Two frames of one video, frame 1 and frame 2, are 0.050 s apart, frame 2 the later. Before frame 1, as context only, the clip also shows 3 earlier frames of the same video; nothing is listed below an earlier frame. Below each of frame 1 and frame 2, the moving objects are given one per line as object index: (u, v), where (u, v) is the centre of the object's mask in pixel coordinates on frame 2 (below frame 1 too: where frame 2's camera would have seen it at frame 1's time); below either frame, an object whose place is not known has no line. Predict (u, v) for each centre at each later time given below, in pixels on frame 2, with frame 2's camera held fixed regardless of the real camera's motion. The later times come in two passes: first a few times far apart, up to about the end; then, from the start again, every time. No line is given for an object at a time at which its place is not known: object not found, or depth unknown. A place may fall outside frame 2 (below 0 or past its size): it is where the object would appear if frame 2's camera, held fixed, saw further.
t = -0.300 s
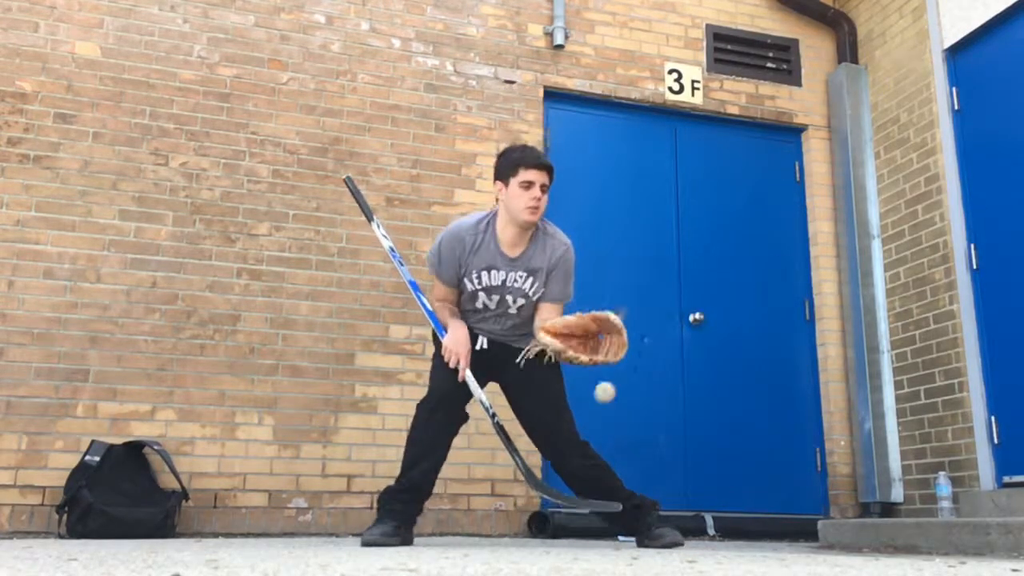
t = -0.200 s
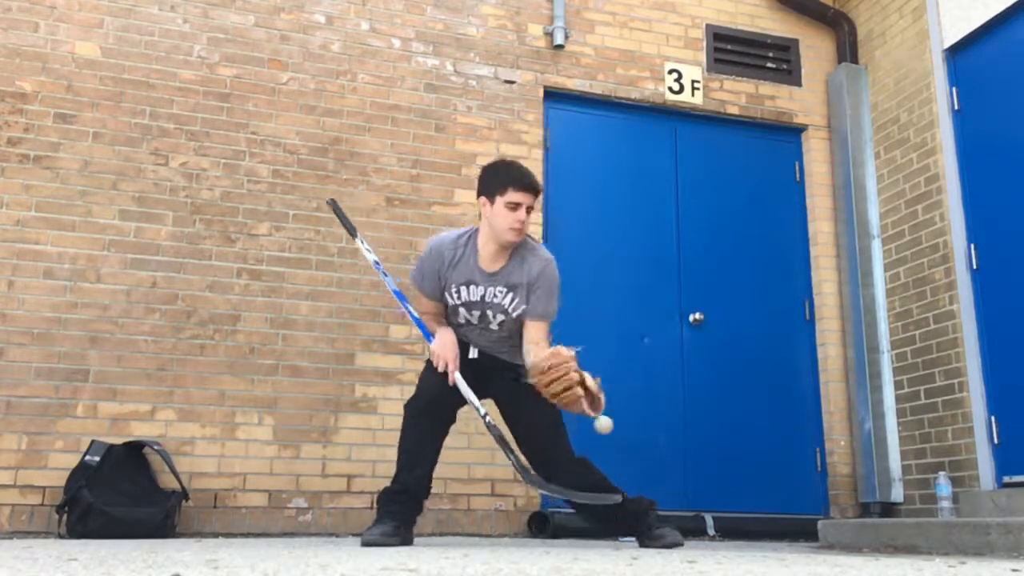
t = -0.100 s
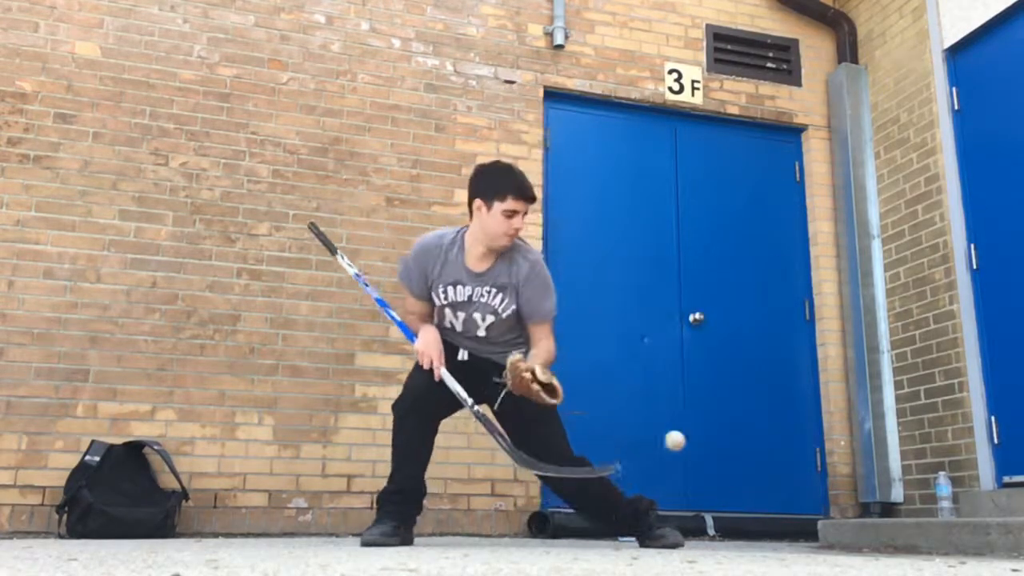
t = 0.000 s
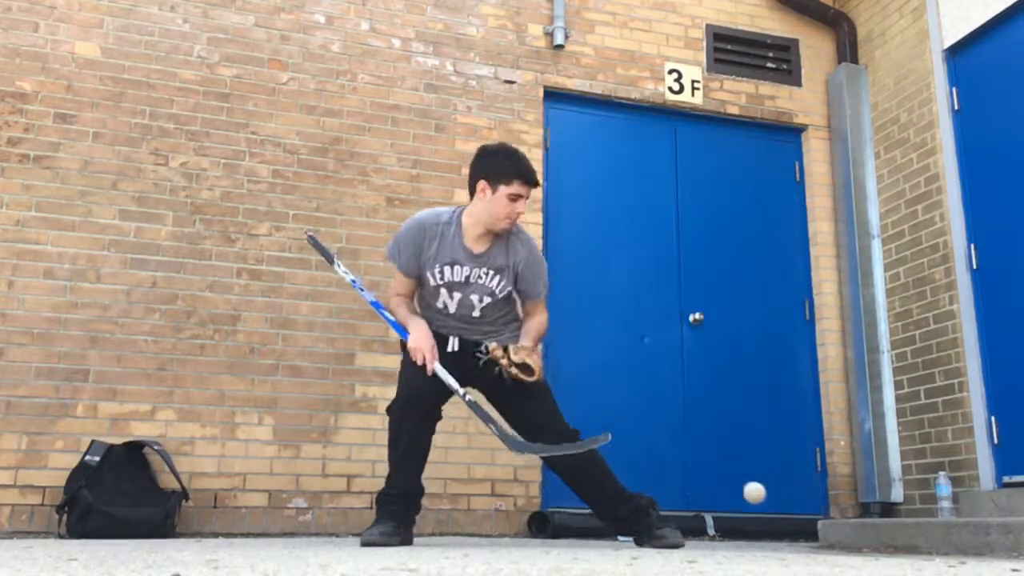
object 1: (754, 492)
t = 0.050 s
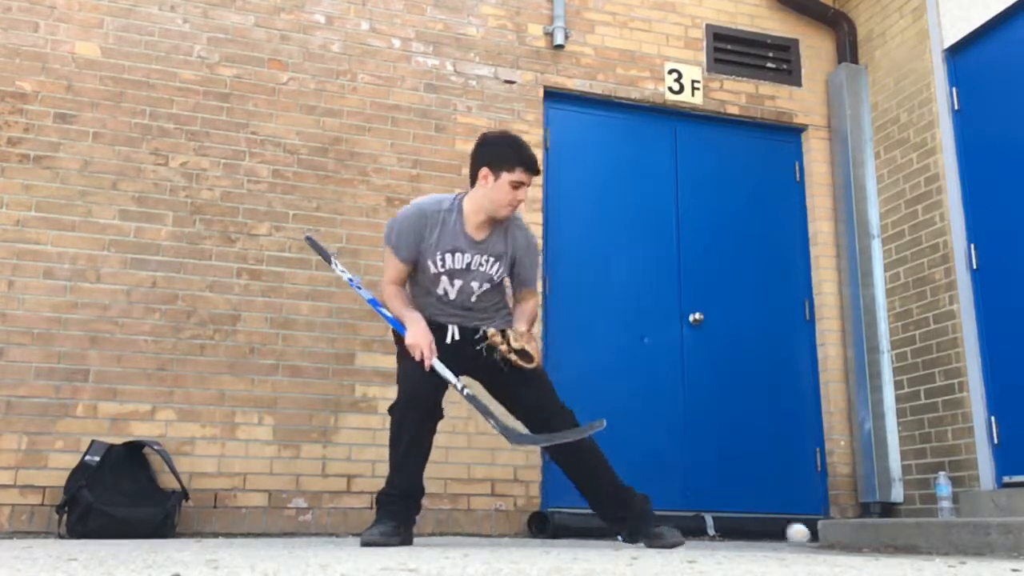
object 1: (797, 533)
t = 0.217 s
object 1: (886, 484)
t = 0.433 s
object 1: (1014, 548)
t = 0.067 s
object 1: (810, 540)
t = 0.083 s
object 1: (819, 531)
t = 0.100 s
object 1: (826, 522)
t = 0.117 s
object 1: (834, 512)
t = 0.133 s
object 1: (843, 507)
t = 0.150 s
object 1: (852, 500)
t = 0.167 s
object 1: (860, 495)
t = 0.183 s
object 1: (869, 491)
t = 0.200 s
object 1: (878, 488)
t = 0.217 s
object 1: (886, 484)
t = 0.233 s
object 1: (896, 483)
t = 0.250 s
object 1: (905, 484)
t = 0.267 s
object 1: (914, 485)
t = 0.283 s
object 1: (923, 487)
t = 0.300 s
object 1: (934, 490)
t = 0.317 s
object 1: (943, 494)
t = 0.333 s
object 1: (954, 500)
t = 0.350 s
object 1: (963, 505)
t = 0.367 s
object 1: (973, 513)
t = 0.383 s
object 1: (985, 522)
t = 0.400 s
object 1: (995, 531)
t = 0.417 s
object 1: (1006, 542)
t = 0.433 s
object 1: (1014, 548)
